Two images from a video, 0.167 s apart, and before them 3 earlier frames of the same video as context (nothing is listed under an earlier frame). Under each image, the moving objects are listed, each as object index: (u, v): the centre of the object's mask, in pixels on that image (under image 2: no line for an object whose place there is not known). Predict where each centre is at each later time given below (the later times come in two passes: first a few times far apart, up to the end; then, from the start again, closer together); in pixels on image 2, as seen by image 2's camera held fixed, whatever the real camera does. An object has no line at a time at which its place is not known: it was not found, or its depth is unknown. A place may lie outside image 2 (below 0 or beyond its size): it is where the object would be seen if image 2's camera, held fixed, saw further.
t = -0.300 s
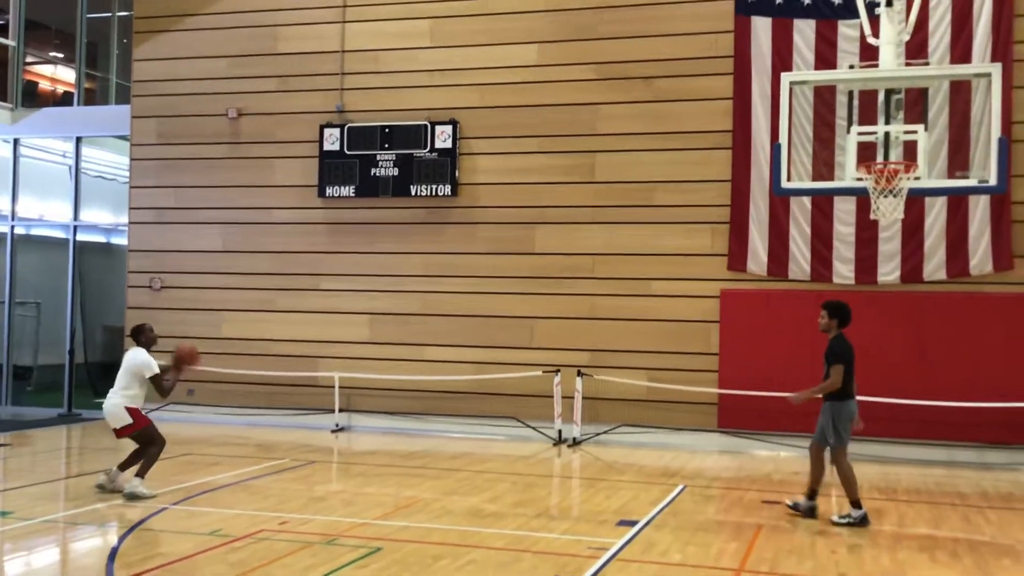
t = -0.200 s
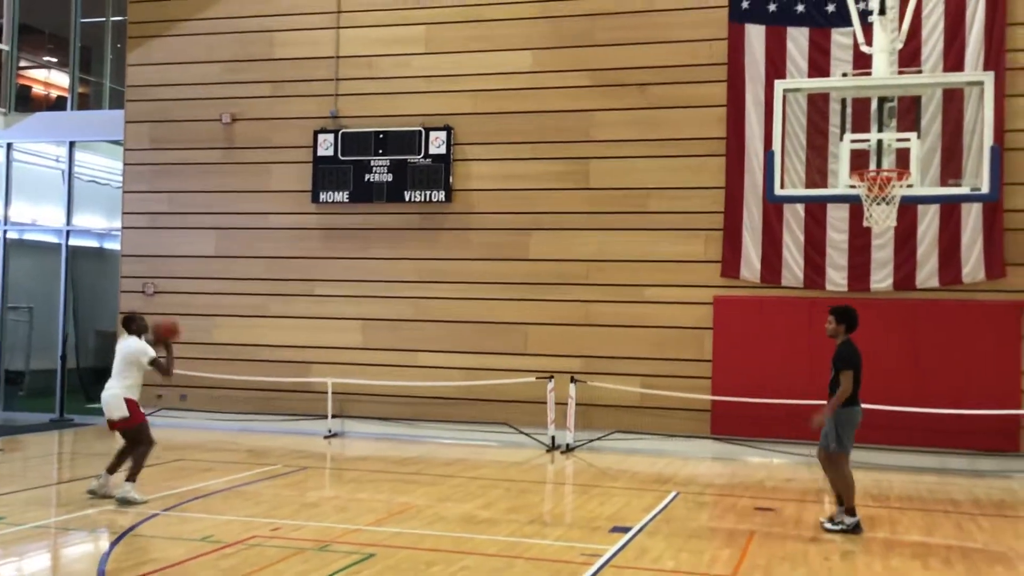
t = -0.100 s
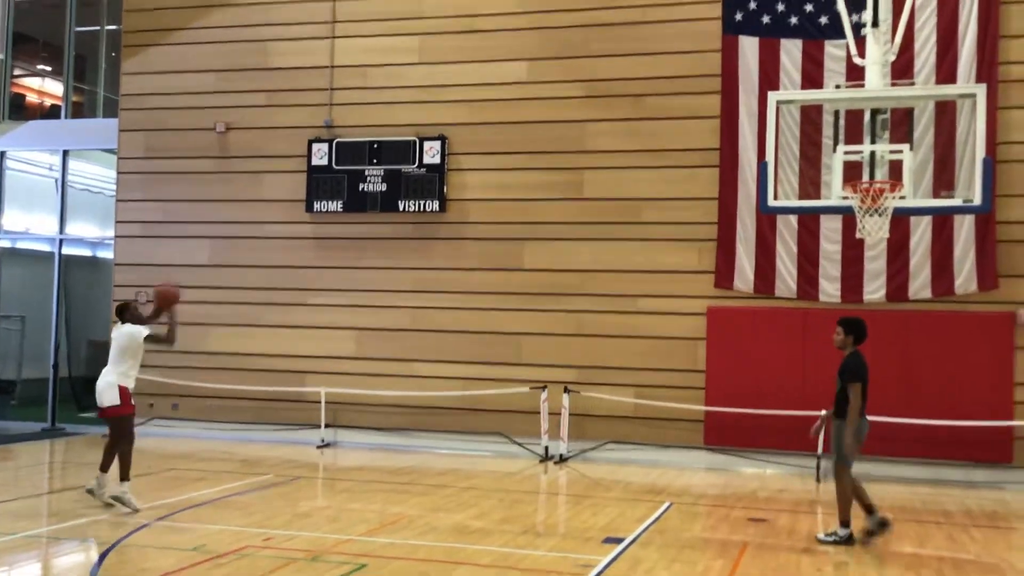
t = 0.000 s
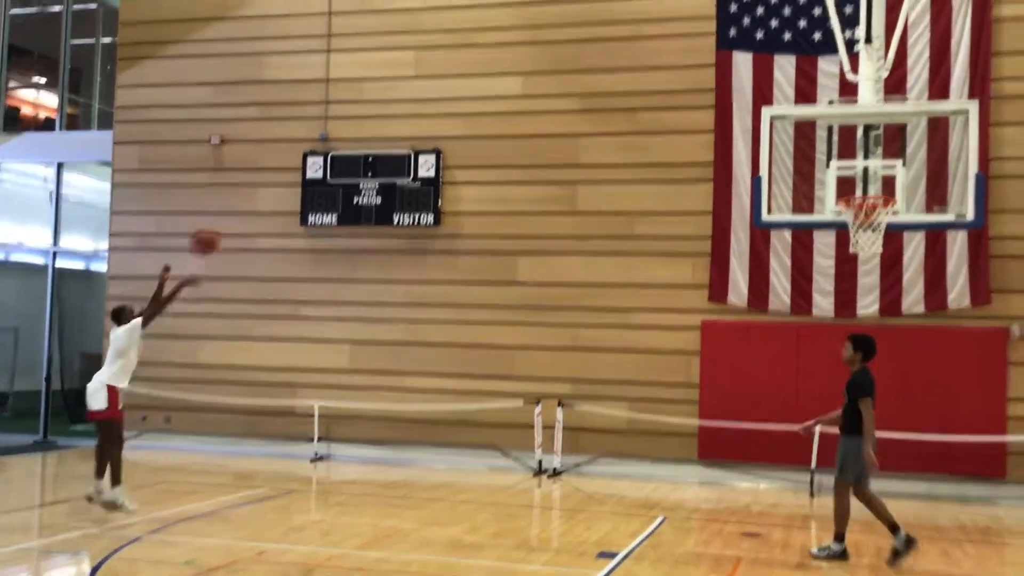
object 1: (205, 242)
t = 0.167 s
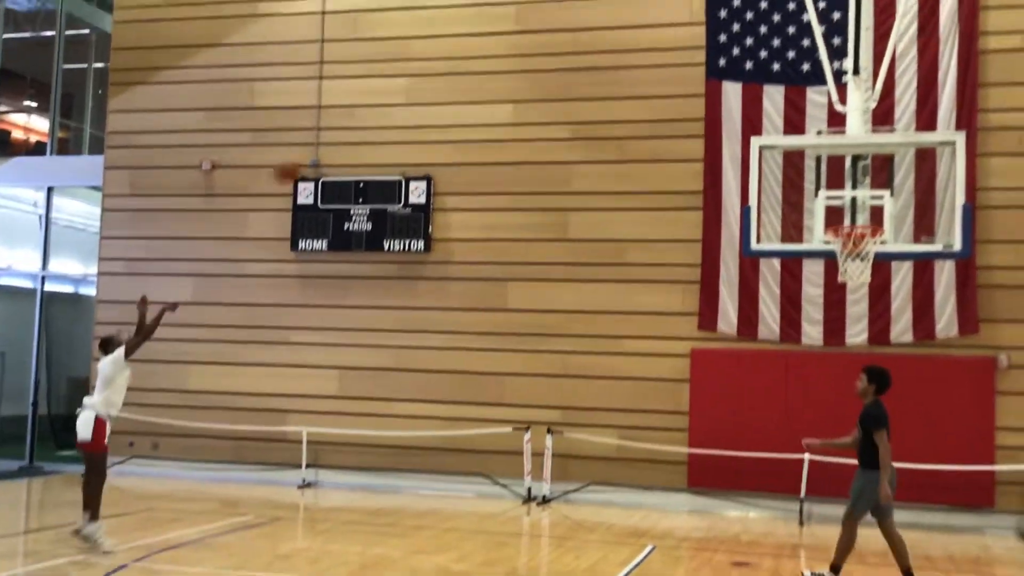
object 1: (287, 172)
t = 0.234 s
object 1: (324, 141)
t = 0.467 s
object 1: (450, 69)
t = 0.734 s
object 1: (591, 55)
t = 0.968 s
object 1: (716, 104)
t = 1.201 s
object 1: (841, 216)
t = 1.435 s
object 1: (879, 260)
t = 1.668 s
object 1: (868, 304)
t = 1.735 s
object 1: (866, 329)
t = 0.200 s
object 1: (306, 155)
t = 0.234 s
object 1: (324, 141)
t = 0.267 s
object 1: (342, 128)
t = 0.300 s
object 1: (360, 115)
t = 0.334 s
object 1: (378, 102)
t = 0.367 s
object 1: (397, 92)
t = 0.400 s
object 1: (414, 84)
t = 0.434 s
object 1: (432, 76)
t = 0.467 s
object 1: (450, 69)
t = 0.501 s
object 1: (467, 63)
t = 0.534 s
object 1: (484, 58)
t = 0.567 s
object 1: (502, 54)
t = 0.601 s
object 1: (520, 52)
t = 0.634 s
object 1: (538, 51)
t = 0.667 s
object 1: (555, 51)
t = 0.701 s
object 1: (573, 52)
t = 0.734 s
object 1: (591, 55)
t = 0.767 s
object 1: (608, 59)
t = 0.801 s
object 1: (626, 63)
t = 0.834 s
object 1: (643, 69)
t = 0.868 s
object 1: (662, 77)
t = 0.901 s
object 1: (680, 85)
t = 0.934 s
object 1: (696, 95)
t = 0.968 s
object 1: (716, 104)
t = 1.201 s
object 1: (841, 216)
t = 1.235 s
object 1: (858, 238)
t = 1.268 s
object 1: (878, 253)
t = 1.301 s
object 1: (884, 256)
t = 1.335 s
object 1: (884, 255)
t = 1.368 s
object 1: (883, 252)
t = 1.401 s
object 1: (881, 259)
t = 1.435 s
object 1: (879, 260)
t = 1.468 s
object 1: (878, 261)
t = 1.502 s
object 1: (875, 263)
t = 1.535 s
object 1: (875, 270)
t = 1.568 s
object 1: (873, 277)
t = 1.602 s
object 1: (872, 285)
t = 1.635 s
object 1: (870, 294)
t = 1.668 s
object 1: (868, 304)
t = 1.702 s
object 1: (867, 317)
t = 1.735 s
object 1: (866, 329)
